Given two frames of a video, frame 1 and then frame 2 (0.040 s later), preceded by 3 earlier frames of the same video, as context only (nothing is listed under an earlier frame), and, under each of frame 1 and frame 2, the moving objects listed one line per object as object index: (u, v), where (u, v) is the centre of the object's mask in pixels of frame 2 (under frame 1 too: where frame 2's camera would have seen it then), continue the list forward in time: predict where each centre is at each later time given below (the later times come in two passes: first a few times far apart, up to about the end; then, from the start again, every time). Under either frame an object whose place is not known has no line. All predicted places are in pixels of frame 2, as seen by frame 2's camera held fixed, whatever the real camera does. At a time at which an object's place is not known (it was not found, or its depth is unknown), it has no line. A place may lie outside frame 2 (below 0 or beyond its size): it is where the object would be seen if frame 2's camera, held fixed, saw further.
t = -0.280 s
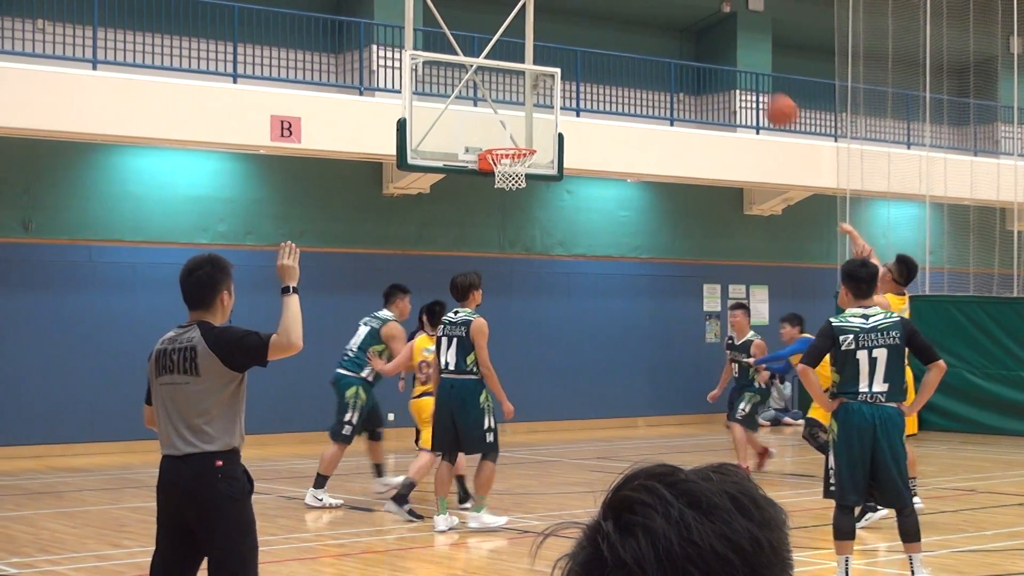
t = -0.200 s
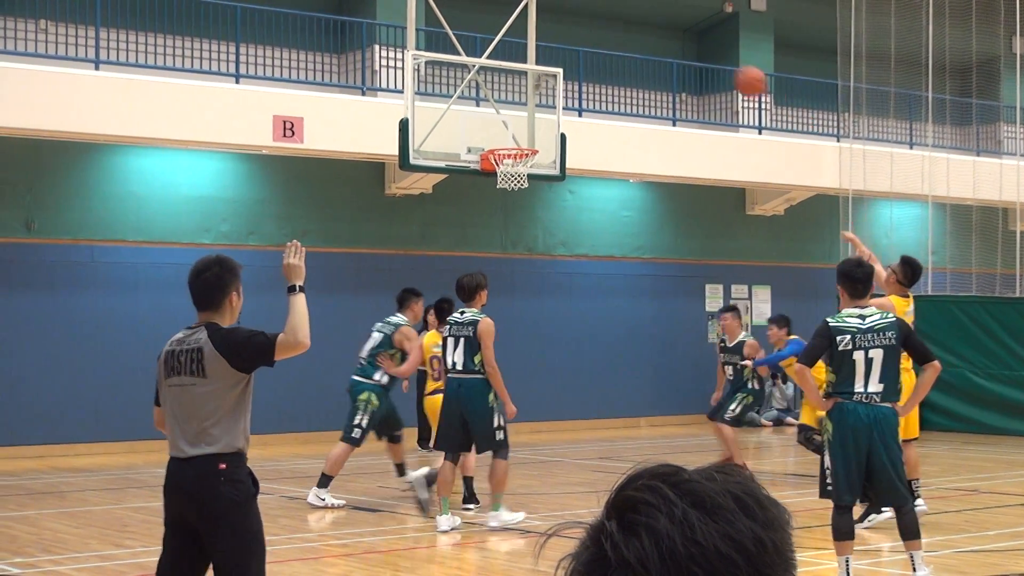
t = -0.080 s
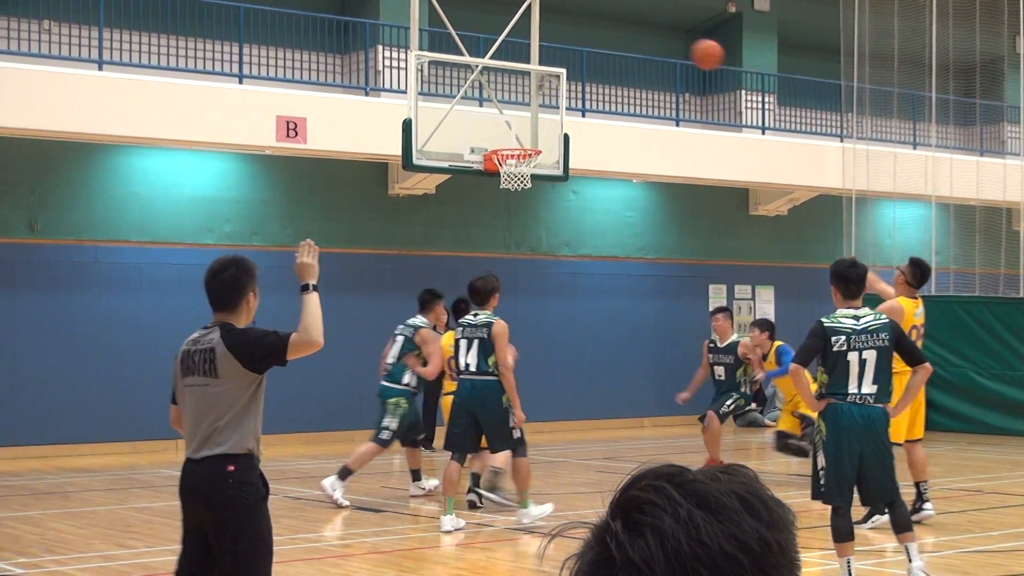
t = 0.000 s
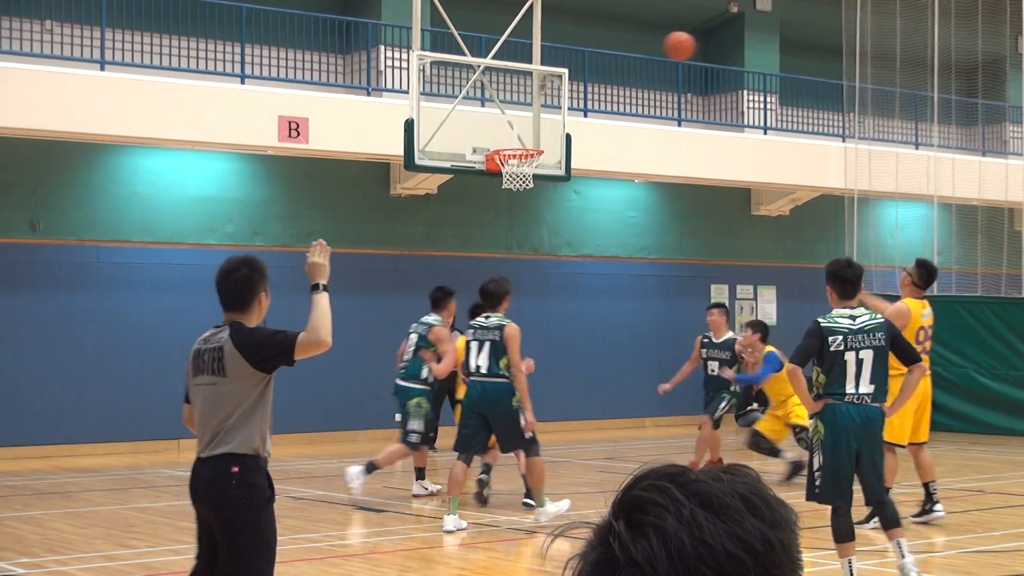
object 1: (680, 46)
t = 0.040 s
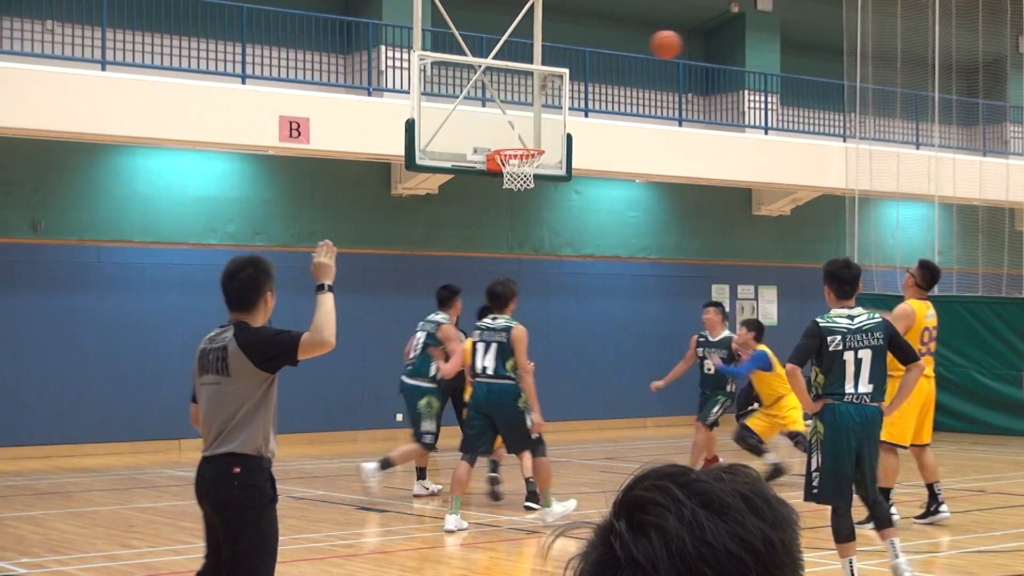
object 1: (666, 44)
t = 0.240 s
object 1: (600, 62)
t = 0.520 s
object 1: (518, 143)
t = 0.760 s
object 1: (563, 127)
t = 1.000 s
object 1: (629, 154)
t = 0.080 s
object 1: (652, 44)
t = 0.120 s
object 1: (639, 47)
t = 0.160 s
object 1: (625, 50)
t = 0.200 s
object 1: (612, 56)
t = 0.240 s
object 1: (600, 62)
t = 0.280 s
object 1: (587, 70)
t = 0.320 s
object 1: (576, 80)
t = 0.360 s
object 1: (563, 93)
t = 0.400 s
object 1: (551, 105)
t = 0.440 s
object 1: (539, 120)
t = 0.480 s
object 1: (528, 135)
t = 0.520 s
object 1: (518, 143)
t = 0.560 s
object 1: (510, 142)
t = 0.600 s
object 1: (517, 140)
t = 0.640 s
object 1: (530, 135)
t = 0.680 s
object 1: (540, 131)
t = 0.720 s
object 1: (551, 128)
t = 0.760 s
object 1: (563, 127)
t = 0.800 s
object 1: (574, 128)
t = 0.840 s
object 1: (585, 130)
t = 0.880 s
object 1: (596, 133)
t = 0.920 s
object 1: (607, 139)
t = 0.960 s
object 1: (618, 145)
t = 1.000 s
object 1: (629, 154)
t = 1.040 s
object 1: (640, 164)
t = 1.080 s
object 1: (651, 175)
